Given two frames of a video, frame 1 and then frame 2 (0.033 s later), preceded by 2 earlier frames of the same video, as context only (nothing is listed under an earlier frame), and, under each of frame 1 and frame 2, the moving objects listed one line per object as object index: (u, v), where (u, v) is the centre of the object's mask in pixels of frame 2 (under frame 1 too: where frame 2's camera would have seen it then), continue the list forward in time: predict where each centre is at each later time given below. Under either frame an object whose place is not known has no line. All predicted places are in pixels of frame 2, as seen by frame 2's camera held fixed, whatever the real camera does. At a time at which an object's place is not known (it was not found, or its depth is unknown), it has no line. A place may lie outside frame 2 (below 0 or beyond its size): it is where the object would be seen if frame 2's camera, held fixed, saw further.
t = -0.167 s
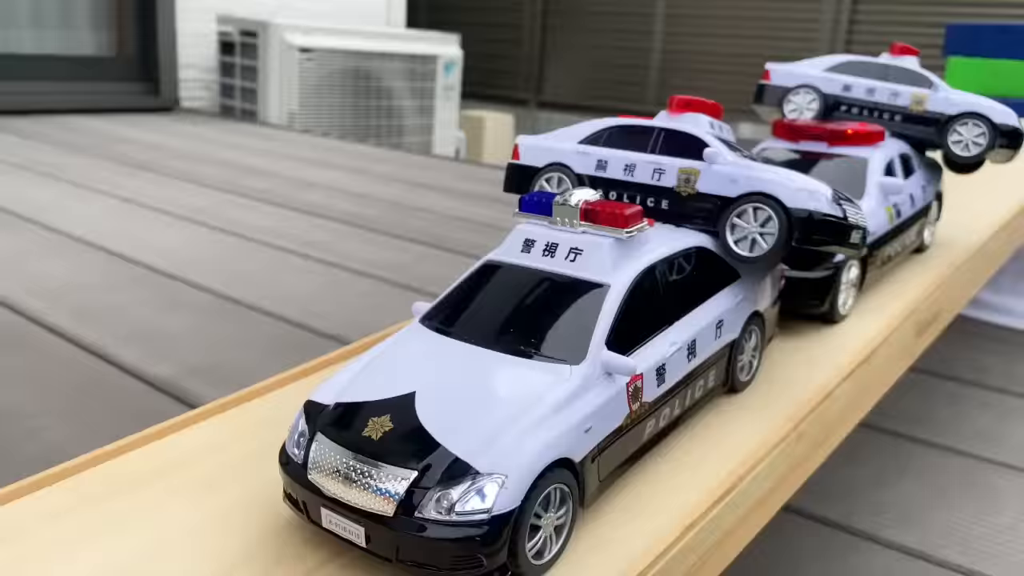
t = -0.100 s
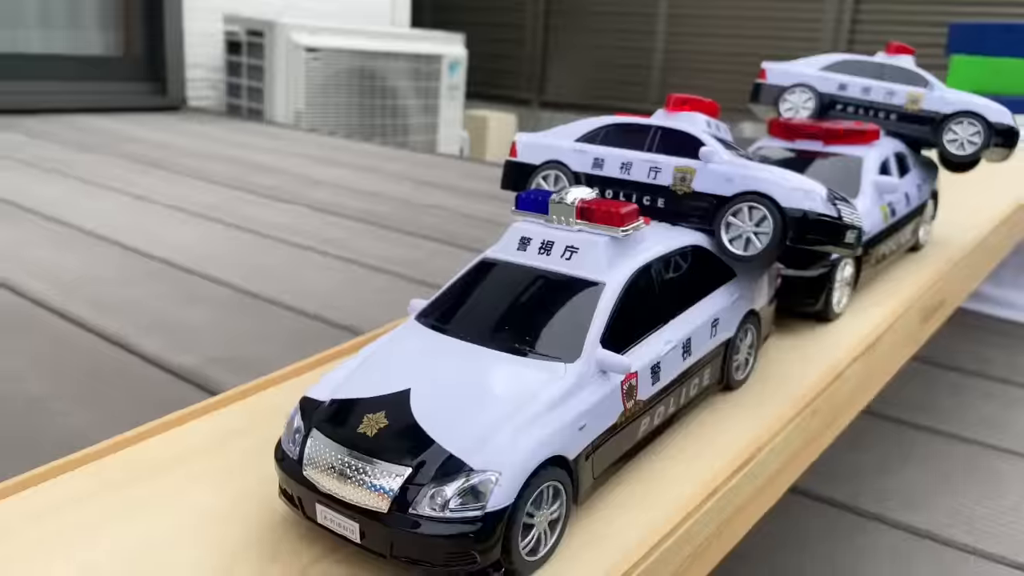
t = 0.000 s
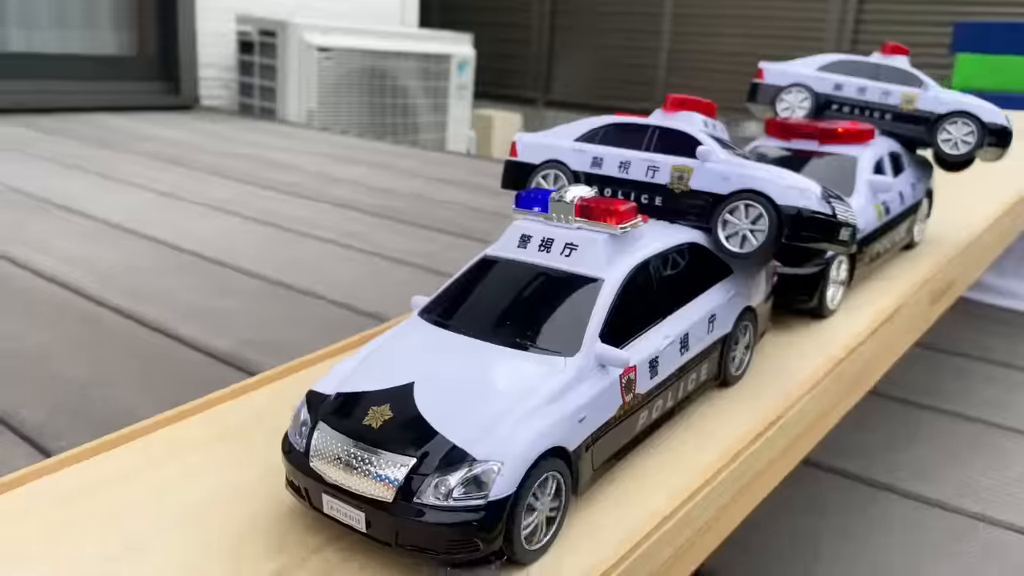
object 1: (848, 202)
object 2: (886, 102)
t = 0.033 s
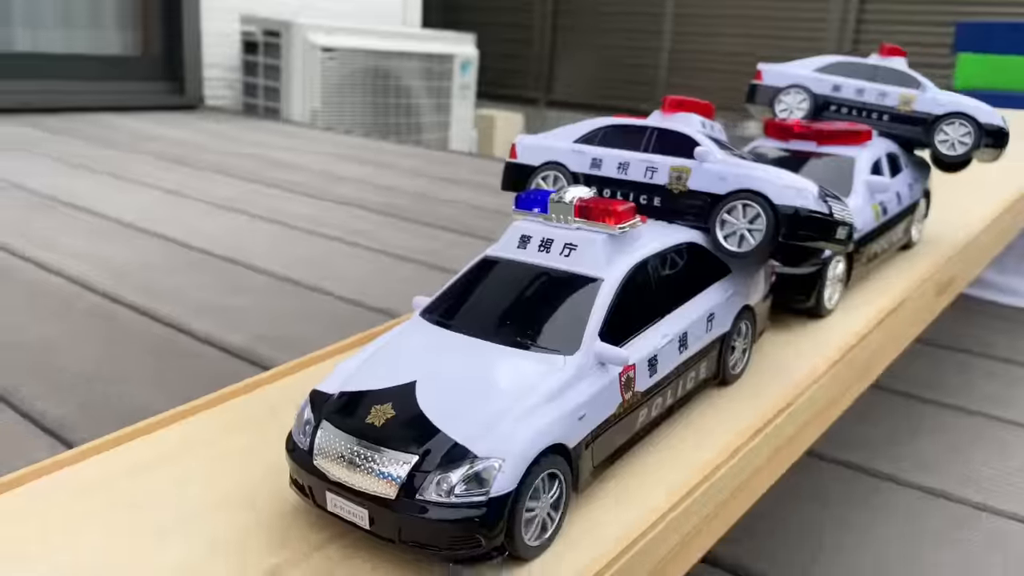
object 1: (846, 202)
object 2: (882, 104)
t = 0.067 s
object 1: (842, 203)
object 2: (878, 105)
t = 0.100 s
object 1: (838, 204)
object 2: (874, 107)
